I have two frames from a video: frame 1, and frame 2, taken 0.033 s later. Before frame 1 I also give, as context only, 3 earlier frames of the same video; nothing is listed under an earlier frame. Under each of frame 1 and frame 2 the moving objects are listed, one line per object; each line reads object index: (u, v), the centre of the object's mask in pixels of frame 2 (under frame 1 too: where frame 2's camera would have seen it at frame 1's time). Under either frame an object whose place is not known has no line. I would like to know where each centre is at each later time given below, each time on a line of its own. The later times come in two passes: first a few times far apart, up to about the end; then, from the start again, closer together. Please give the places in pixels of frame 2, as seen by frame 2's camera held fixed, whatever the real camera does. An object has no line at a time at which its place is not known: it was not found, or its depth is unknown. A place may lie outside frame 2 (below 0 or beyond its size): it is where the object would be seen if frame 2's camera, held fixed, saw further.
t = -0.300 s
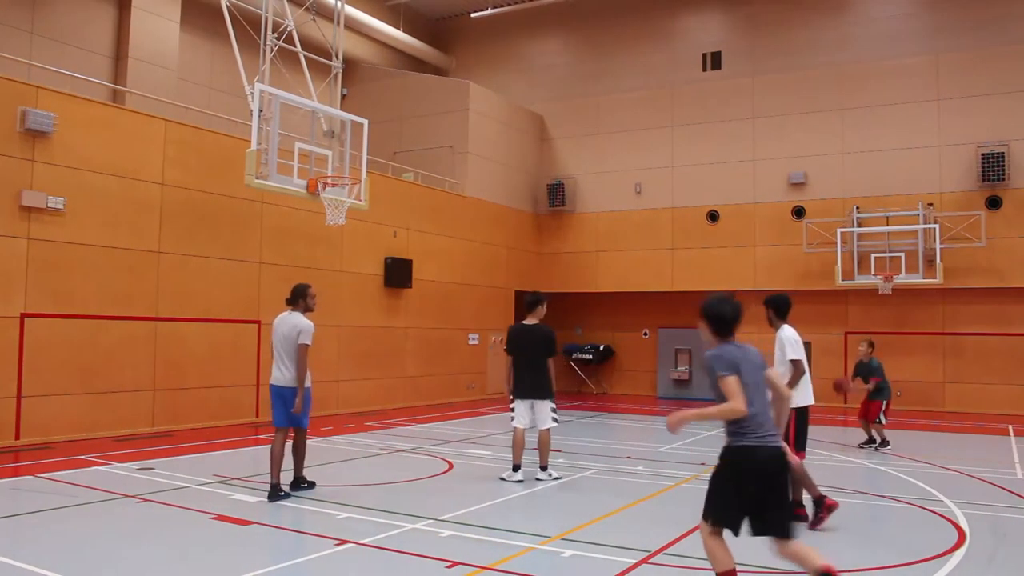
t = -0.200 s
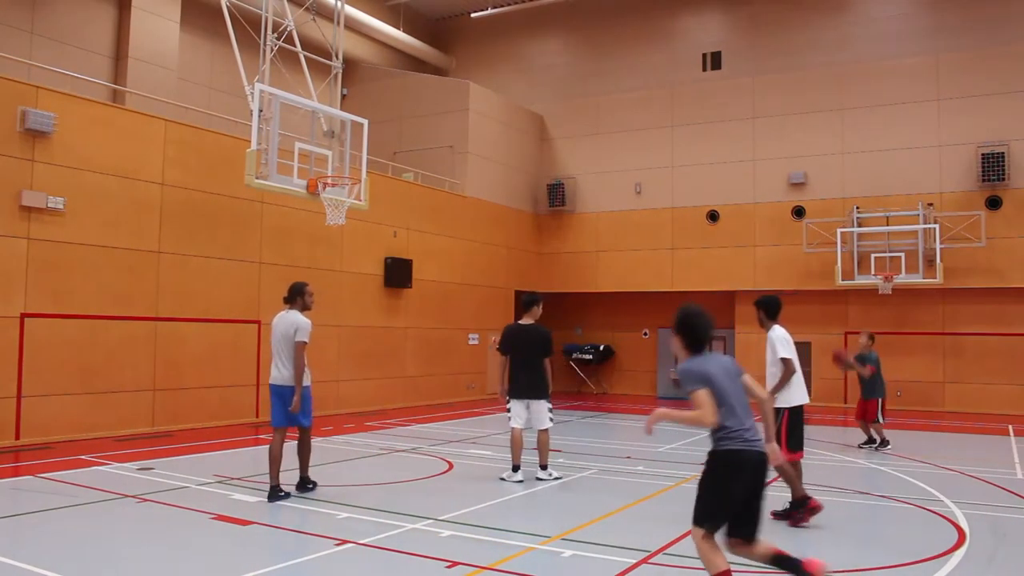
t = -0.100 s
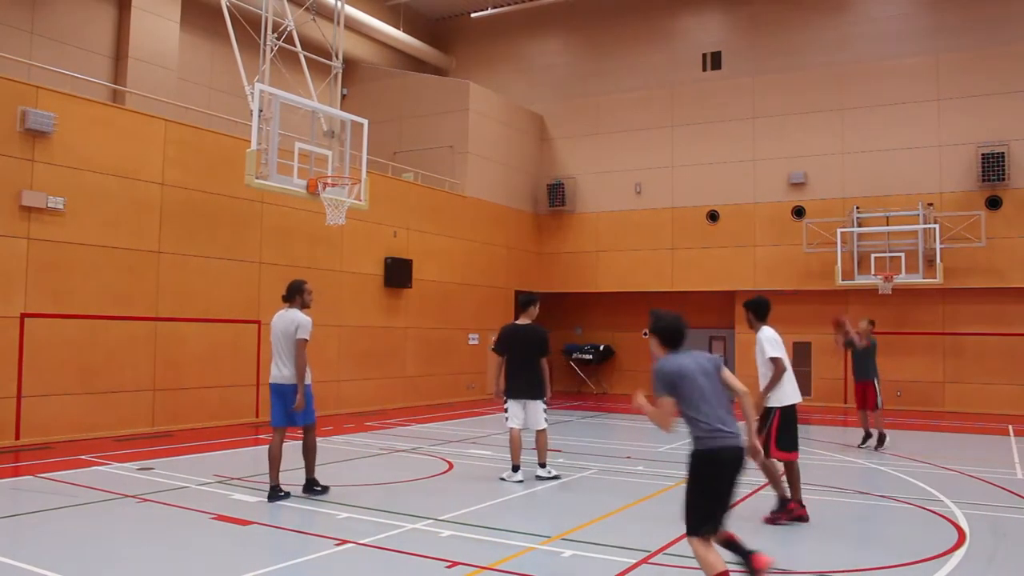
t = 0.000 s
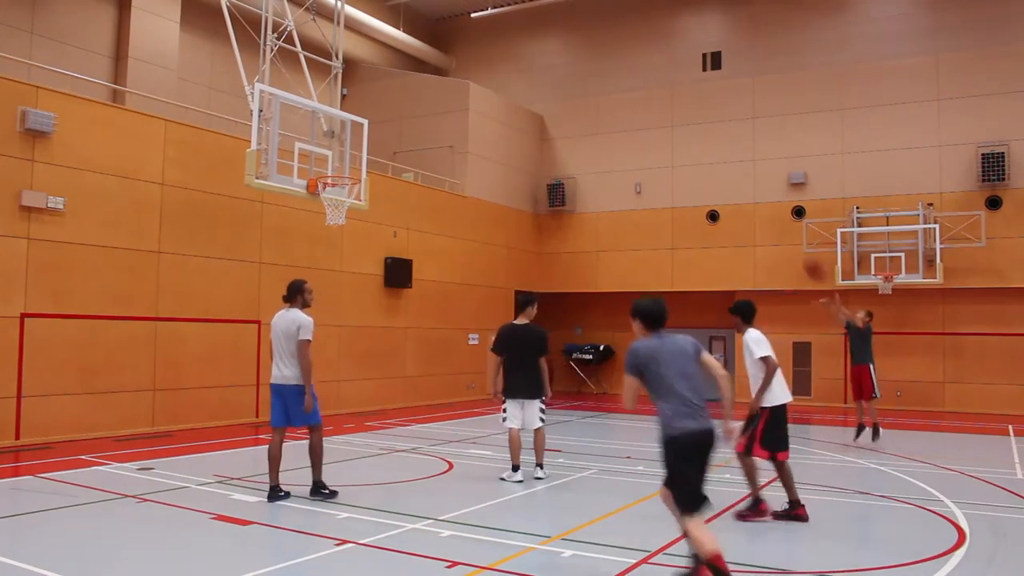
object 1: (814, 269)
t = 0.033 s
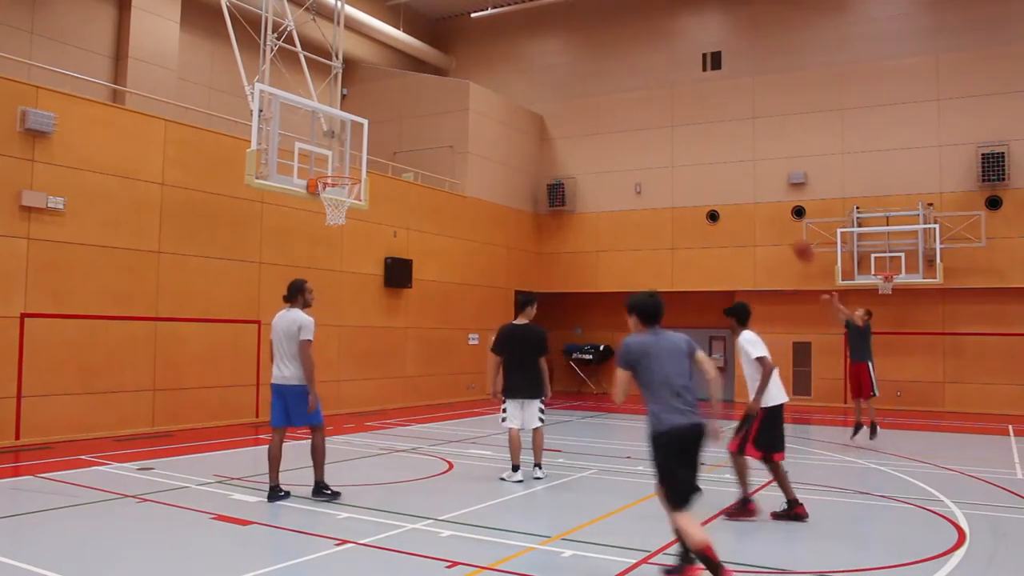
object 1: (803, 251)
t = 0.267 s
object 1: (723, 147)
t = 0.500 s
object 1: (640, 79)
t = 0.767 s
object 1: (539, 50)
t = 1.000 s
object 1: (448, 70)
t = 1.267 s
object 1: (334, 149)
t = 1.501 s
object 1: (312, 132)
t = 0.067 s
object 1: (791, 234)
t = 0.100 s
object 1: (780, 218)
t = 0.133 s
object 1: (769, 200)
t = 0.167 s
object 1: (757, 186)
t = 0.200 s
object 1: (745, 172)
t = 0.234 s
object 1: (734, 159)
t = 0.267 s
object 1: (723, 147)
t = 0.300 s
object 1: (711, 134)
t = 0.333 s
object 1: (699, 123)
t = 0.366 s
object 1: (687, 113)
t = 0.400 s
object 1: (676, 104)
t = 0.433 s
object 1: (664, 94)
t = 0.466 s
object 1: (651, 86)
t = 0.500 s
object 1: (640, 79)
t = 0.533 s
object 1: (627, 73)
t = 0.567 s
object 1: (615, 67)
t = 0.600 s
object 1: (602, 62)
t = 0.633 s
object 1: (590, 58)
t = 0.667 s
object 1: (578, 55)
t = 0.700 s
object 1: (565, 53)
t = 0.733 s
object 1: (552, 51)
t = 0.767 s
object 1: (539, 50)
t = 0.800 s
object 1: (526, 50)
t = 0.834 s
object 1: (514, 50)
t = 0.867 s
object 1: (501, 52)
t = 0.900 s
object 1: (488, 55)
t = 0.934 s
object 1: (475, 60)
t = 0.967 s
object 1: (462, 63)
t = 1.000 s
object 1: (448, 70)
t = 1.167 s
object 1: (378, 112)
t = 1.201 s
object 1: (363, 123)
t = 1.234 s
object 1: (348, 136)
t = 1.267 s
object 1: (334, 149)
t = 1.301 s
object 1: (317, 165)
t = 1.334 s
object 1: (315, 165)
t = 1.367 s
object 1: (314, 157)
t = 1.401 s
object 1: (313, 149)
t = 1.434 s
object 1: (313, 142)
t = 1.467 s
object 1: (313, 136)
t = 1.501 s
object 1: (312, 132)
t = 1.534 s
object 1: (312, 127)
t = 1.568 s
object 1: (311, 124)
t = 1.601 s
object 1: (311, 122)
